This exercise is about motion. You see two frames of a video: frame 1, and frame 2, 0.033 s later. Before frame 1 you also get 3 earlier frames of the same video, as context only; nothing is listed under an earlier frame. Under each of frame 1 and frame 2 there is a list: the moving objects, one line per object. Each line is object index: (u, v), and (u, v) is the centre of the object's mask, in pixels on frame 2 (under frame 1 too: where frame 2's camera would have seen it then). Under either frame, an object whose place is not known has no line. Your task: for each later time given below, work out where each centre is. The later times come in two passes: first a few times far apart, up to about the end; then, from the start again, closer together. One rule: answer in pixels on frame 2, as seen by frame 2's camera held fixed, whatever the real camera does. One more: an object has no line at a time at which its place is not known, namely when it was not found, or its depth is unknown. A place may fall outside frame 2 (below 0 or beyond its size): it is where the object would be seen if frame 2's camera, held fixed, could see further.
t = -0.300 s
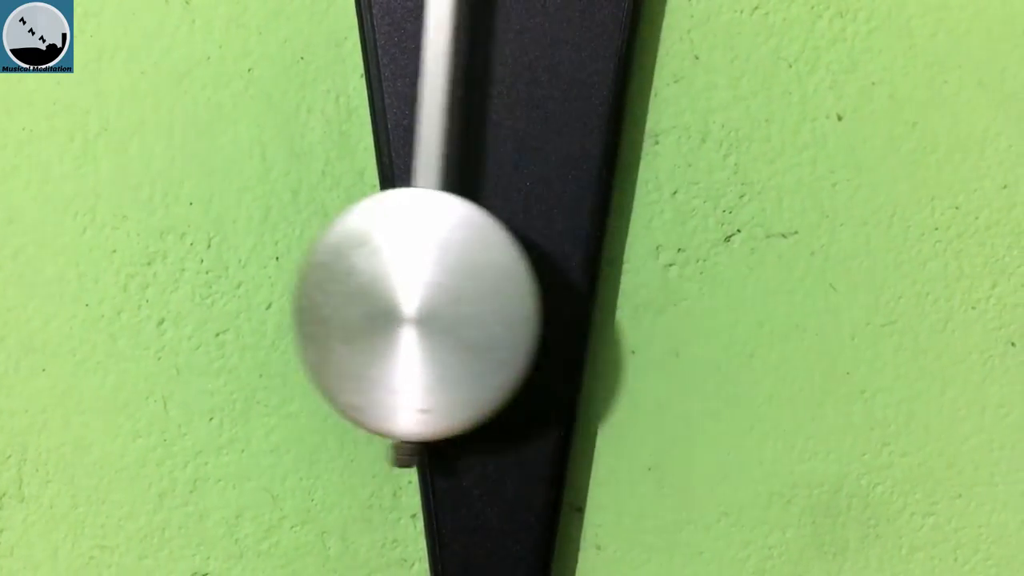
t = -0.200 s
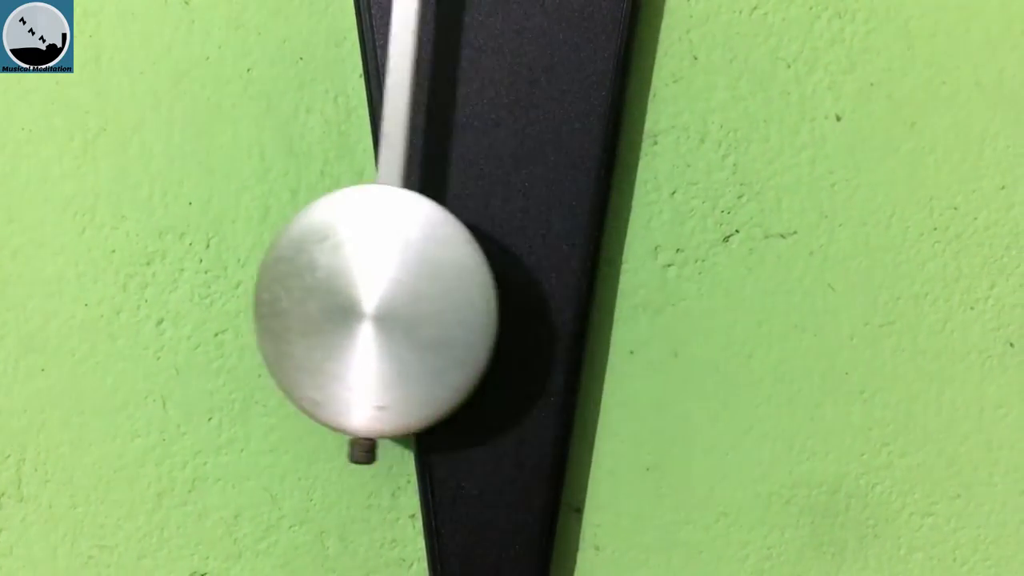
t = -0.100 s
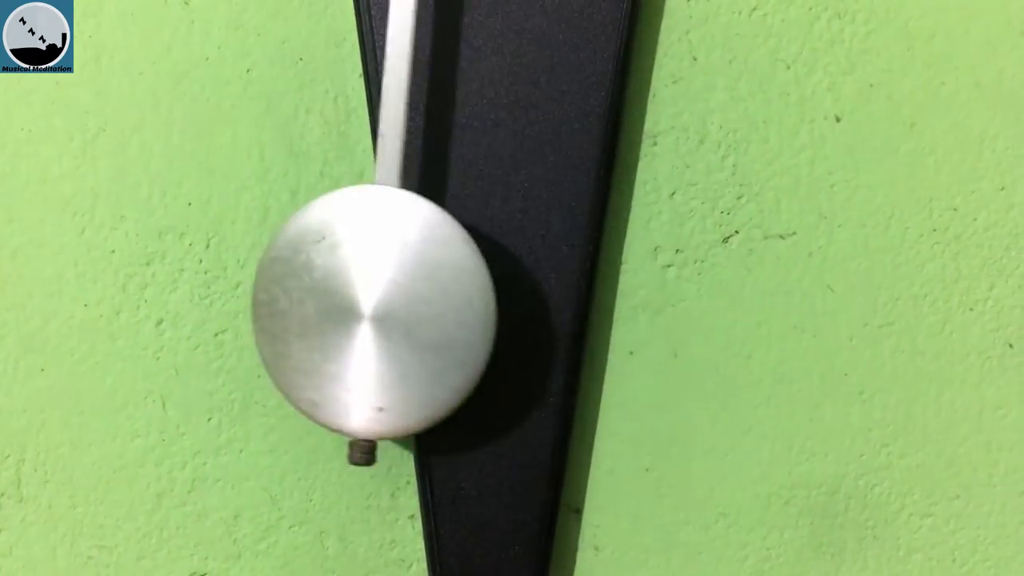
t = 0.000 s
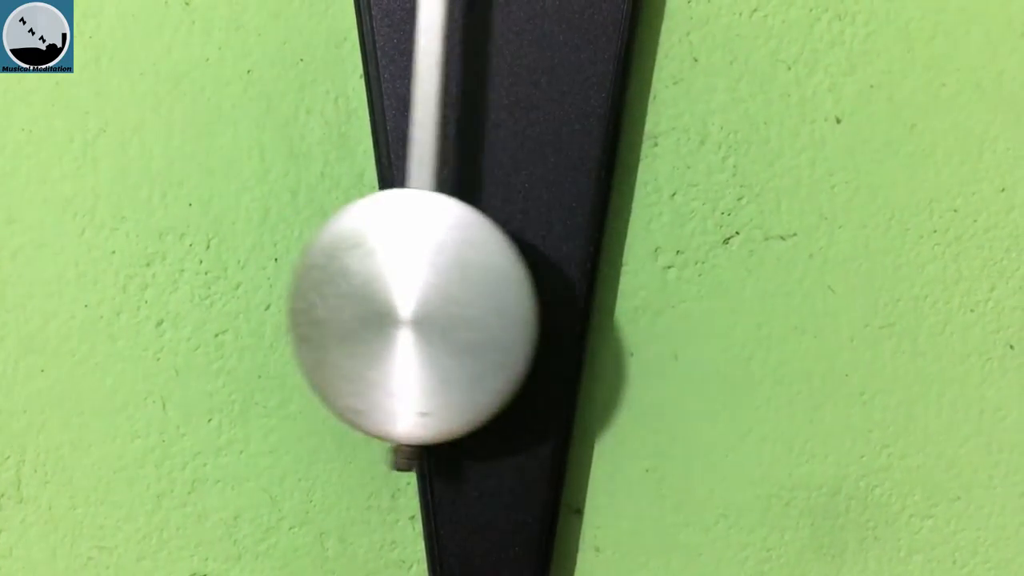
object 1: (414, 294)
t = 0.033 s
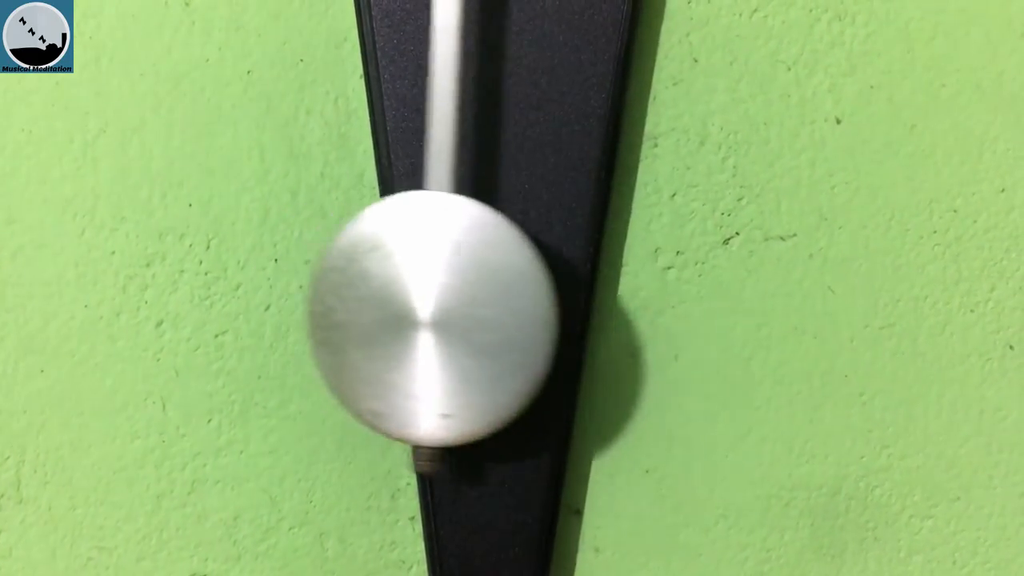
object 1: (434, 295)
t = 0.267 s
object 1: (598, 295)
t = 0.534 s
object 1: (638, 293)
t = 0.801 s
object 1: (472, 291)
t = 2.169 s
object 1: (386, 292)
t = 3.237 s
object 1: (420, 294)
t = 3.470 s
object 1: (396, 294)
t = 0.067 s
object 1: (456, 295)
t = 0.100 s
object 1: (479, 294)
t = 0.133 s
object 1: (504, 294)
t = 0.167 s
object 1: (528, 295)
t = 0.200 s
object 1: (553, 295)
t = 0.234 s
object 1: (576, 295)
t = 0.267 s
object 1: (598, 295)
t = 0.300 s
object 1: (617, 295)
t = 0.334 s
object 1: (633, 295)
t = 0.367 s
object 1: (645, 294)
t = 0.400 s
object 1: (652, 294)
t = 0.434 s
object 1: (655, 294)
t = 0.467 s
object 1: (654, 293)
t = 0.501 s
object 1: (648, 293)
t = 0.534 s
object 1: (638, 293)
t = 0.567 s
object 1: (624, 293)
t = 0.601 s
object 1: (606, 293)
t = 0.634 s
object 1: (587, 293)
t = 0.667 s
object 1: (565, 292)
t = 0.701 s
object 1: (542, 293)
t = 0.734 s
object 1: (518, 292)
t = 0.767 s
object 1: (495, 291)
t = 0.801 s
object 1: (472, 291)
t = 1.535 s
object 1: (633, 292)
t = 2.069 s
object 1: (418, 290)
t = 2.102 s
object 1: (404, 291)
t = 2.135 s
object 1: (393, 291)
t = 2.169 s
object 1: (386, 292)
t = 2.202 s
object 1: (384, 292)
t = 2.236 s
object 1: (385, 292)
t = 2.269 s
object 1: (392, 292)
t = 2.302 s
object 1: (402, 293)
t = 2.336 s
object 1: (416, 292)
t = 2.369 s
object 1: (433, 291)
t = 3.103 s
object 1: (504, 293)
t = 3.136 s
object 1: (481, 293)
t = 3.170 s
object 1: (459, 294)
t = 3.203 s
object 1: (438, 294)
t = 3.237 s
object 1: (420, 294)
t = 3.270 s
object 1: (404, 294)
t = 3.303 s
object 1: (393, 294)
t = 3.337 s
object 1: (385, 293)
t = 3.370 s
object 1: (381, 294)
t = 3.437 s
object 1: (387, 294)
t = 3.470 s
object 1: (396, 294)
